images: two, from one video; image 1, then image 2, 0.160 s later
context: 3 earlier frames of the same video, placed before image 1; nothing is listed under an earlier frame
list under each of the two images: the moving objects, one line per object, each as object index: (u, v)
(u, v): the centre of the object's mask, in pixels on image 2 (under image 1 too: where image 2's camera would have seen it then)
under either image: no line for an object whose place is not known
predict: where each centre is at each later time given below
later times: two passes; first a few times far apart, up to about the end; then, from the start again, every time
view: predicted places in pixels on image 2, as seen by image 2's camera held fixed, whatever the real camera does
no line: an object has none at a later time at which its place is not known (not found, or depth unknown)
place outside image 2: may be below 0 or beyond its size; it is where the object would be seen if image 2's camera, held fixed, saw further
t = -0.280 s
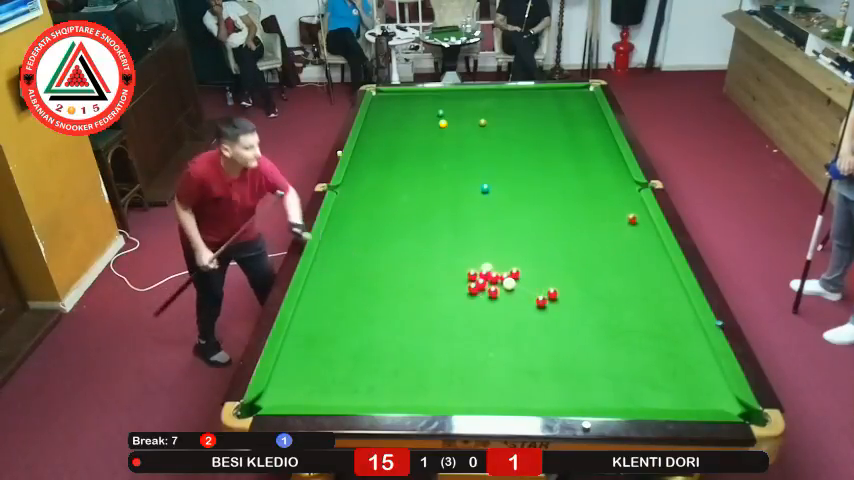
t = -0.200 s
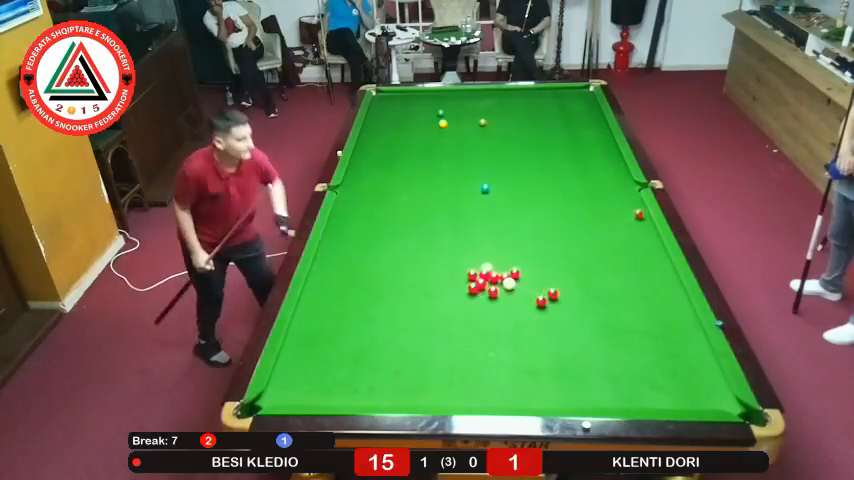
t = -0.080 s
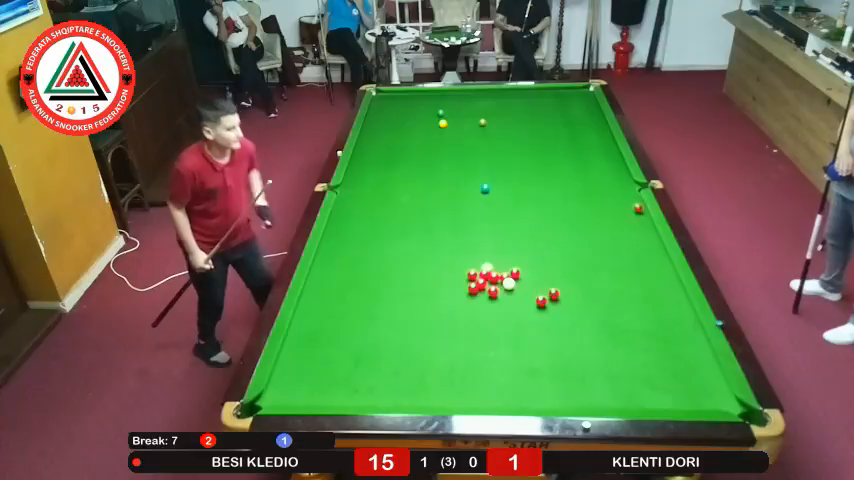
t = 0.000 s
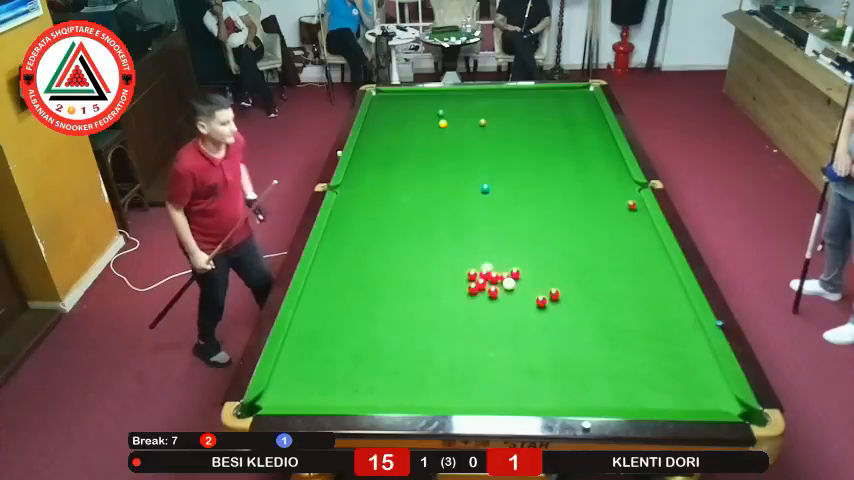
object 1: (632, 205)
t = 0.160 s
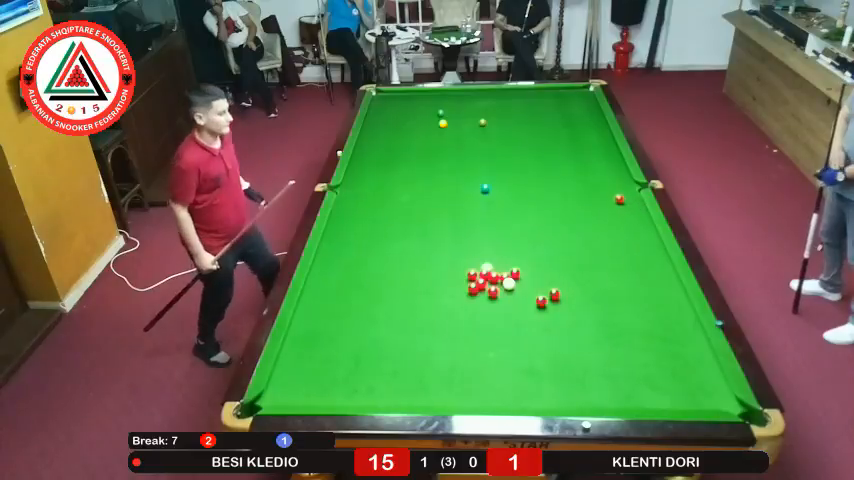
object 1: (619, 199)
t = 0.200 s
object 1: (616, 198)
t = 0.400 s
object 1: (602, 191)
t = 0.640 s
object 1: (587, 183)
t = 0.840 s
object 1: (576, 178)
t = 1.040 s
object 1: (565, 172)
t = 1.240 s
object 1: (555, 167)
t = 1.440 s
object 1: (546, 162)
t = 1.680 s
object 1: (536, 157)
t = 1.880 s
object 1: (529, 154)
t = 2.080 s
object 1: (522, 150)
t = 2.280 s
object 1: (515, 146)
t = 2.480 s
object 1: (510, 143)
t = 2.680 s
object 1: (504, 141)
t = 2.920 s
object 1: (498, 138)
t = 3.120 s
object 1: (494, 136)
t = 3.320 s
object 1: (490, 134)
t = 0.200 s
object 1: (616, 198)
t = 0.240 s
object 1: (614, 196)
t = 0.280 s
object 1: (611, 195)
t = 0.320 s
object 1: (608, 194)
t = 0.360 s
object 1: (605, 192)
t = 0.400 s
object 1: (602, 191)
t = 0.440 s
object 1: (600, 190)
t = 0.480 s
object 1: (597, 188)
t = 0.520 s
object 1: (595, 187)
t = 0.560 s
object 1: (592, 186)
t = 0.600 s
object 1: (590, 185)
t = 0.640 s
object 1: (587, 183)
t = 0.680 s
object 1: (585, 182)
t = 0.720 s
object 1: (583, 181)
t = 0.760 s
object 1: (580, 180)
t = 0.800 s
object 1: (578, 179)
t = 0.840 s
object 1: (576, 178)
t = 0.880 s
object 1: (573, 176)
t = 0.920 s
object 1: (571, 175)
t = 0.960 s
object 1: (569, 174)
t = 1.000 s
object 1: (568, 173)
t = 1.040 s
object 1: (565, 172)
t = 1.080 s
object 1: (563, 171)
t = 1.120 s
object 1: (561, 170)
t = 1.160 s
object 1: (559, 169)
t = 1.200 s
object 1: (557, 168)
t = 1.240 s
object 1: (555, 167)
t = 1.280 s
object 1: (554, 166)
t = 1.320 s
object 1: (552, 165)
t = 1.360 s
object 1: (550, 164)
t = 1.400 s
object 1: (548, 163)
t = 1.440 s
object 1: (546, 162)
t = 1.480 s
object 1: (545, 161)
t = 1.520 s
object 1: (543, 161)
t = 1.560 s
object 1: (541, 160)
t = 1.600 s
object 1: (540, 159)
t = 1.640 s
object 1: (538, 158)
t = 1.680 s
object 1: (536, 157)
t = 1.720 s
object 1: (535, 156)
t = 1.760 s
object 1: (533, 156)
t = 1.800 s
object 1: (532, 155)
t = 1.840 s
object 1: (531, 154)
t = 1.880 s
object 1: (529, 154)
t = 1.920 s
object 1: (528, 153)
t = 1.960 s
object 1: (526, 152)
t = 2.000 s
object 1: (525, 151)
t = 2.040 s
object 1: (523, 150)
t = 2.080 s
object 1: (522, 150)
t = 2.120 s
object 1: (521, 149)
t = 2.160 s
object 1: (519, 149)
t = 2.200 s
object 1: (518, 148)
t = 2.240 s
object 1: (517, 147)
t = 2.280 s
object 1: (515, 146)
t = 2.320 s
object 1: (514, 146)
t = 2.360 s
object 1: (513, 145)
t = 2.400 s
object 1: (512, 145)
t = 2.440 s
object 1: (511, 144)
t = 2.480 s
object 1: (510, 143)
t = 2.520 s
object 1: (508, 143)
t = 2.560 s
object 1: (507, 142)
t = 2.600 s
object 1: (506, 142)
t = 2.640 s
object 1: (505, 141)
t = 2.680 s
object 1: (504, 141)
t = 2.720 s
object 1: (503, 140)
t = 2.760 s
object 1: (502, 140)
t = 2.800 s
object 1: (501, 139)
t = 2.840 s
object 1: (500, 139)
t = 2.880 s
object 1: (499, 138)
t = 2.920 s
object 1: (498, 138)
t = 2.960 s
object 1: (497, 137)
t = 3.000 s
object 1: (496, 137)
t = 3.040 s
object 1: (495, 137)
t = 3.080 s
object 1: (495, 136)
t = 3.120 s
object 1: (494, 136)
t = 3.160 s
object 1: (492, 135)
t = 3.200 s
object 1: (492, 135)
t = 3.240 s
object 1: (491, 135)
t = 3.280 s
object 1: (490, 134)
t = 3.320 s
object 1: (490, 134)
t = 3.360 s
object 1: (489, 134)
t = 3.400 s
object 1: (488, 133)
